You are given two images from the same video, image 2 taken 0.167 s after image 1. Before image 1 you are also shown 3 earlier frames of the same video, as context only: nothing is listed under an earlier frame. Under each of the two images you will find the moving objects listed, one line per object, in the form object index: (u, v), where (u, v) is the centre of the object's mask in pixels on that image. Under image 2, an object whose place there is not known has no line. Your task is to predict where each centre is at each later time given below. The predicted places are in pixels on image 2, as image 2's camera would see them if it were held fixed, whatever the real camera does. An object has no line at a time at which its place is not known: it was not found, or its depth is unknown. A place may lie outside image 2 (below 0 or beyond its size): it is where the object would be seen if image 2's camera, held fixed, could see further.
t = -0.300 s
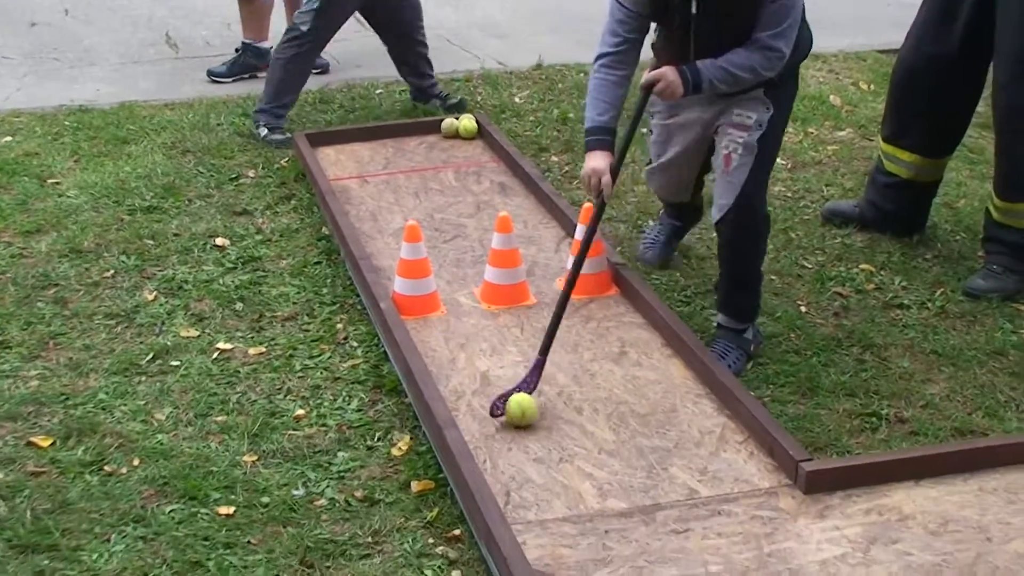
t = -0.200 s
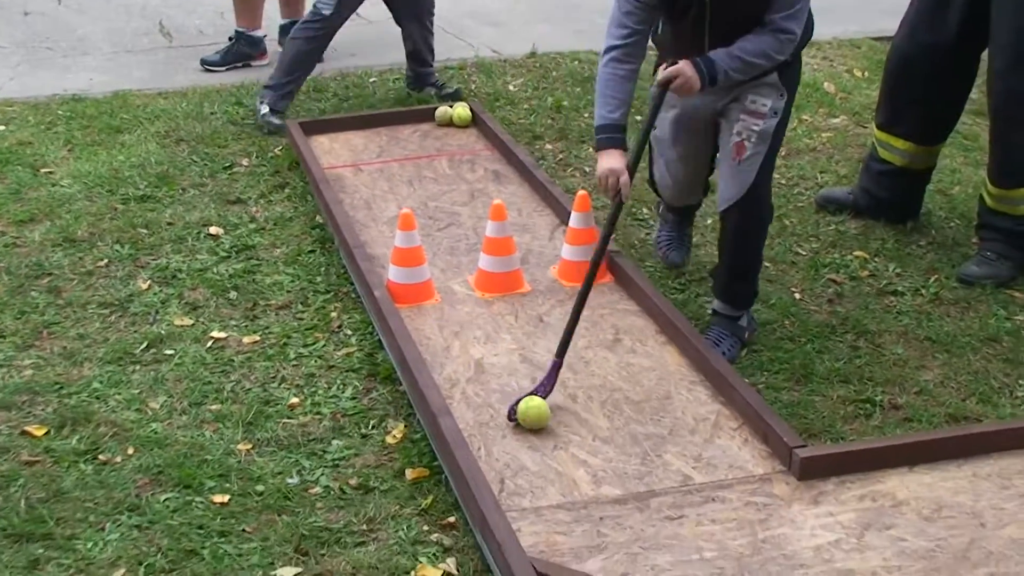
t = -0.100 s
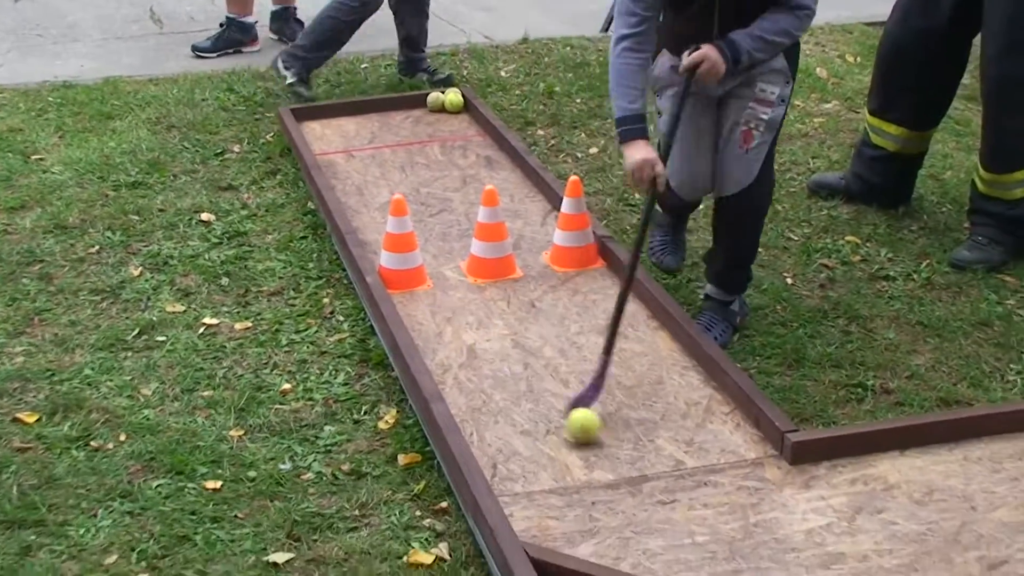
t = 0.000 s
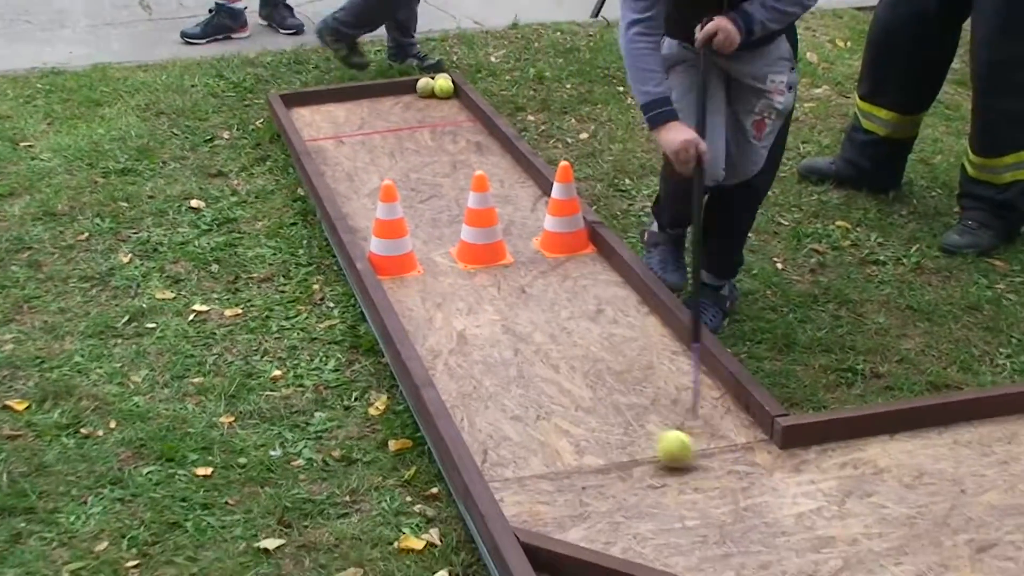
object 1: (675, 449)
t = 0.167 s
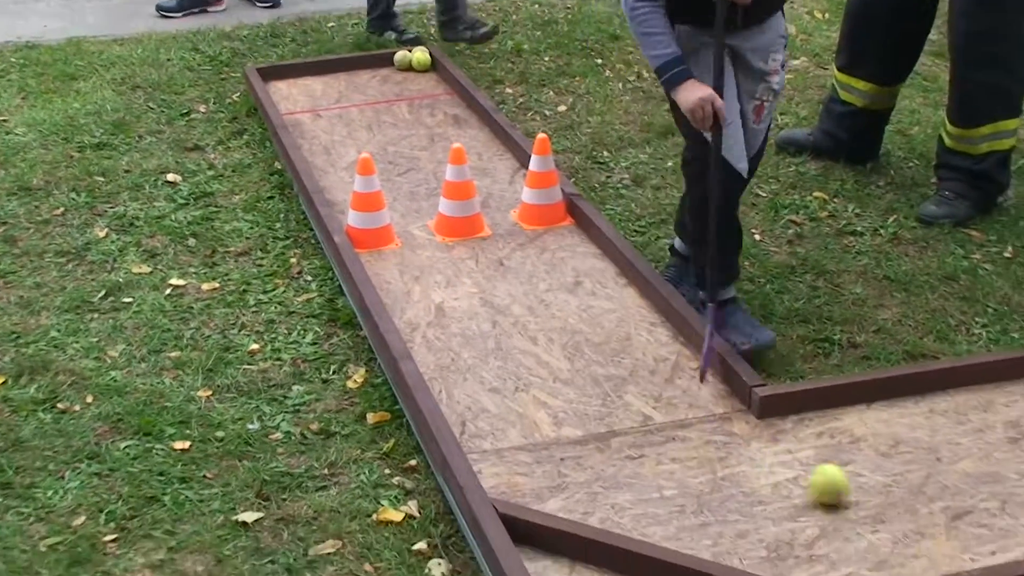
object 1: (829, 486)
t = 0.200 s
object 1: (850, 494)
